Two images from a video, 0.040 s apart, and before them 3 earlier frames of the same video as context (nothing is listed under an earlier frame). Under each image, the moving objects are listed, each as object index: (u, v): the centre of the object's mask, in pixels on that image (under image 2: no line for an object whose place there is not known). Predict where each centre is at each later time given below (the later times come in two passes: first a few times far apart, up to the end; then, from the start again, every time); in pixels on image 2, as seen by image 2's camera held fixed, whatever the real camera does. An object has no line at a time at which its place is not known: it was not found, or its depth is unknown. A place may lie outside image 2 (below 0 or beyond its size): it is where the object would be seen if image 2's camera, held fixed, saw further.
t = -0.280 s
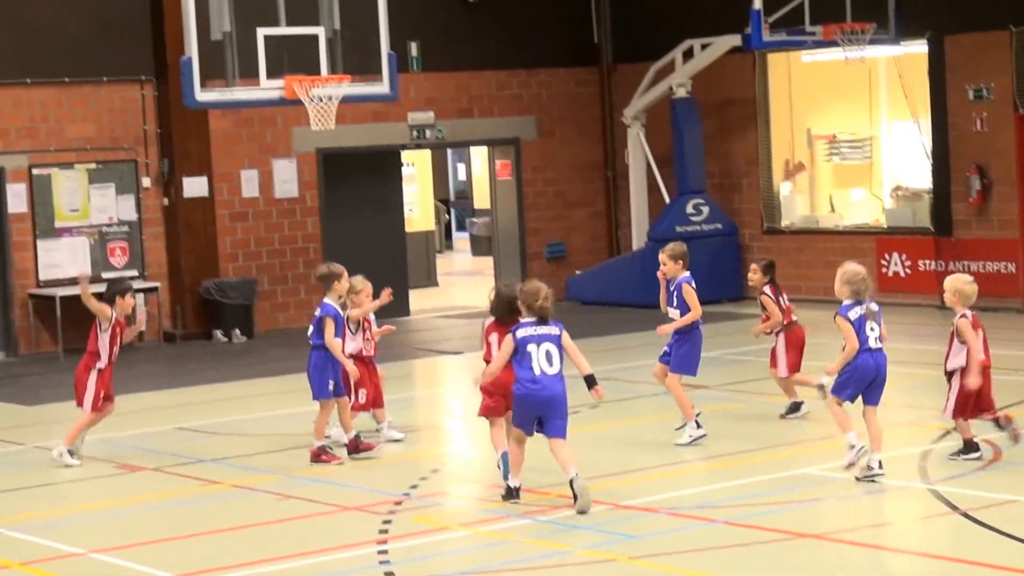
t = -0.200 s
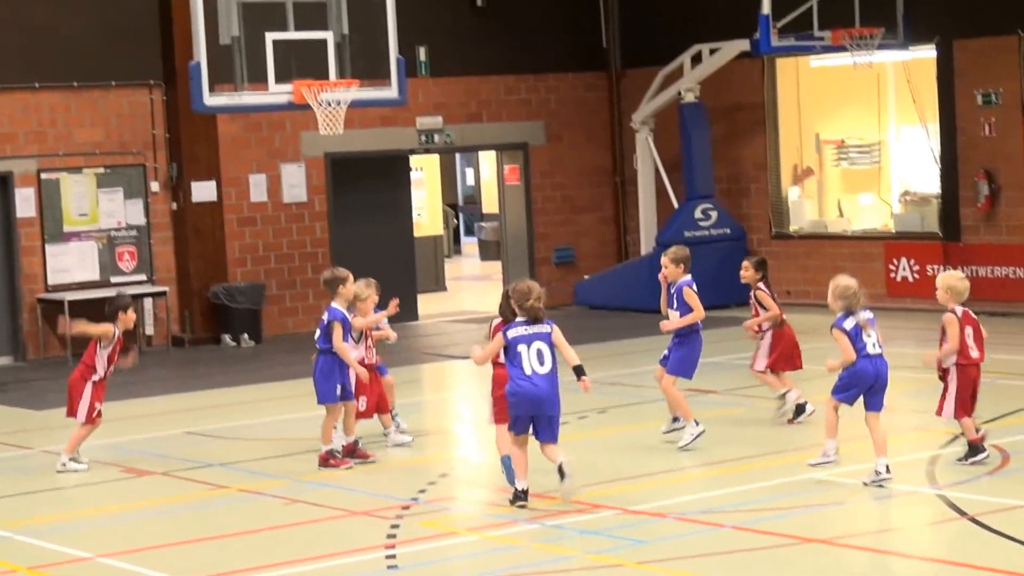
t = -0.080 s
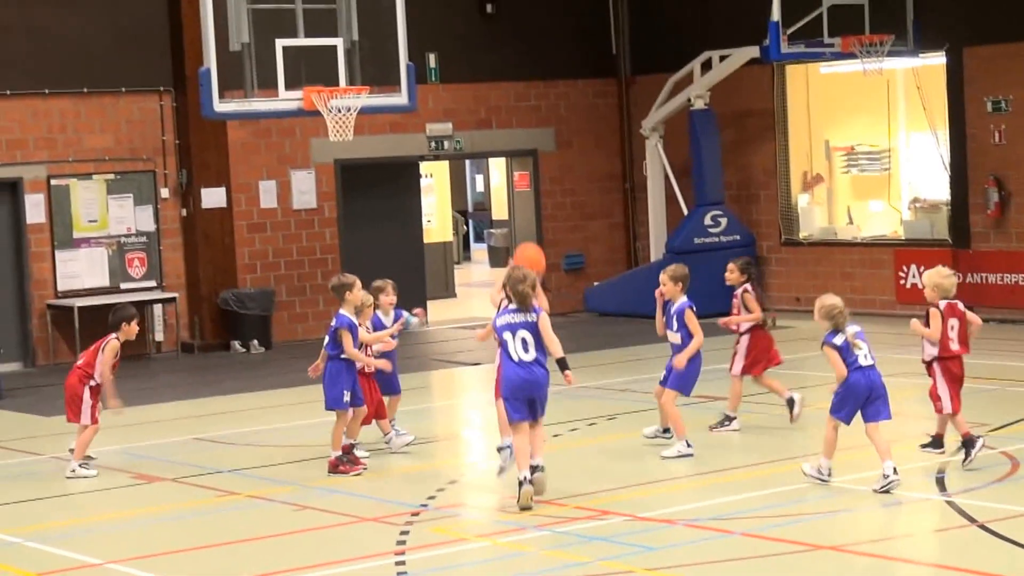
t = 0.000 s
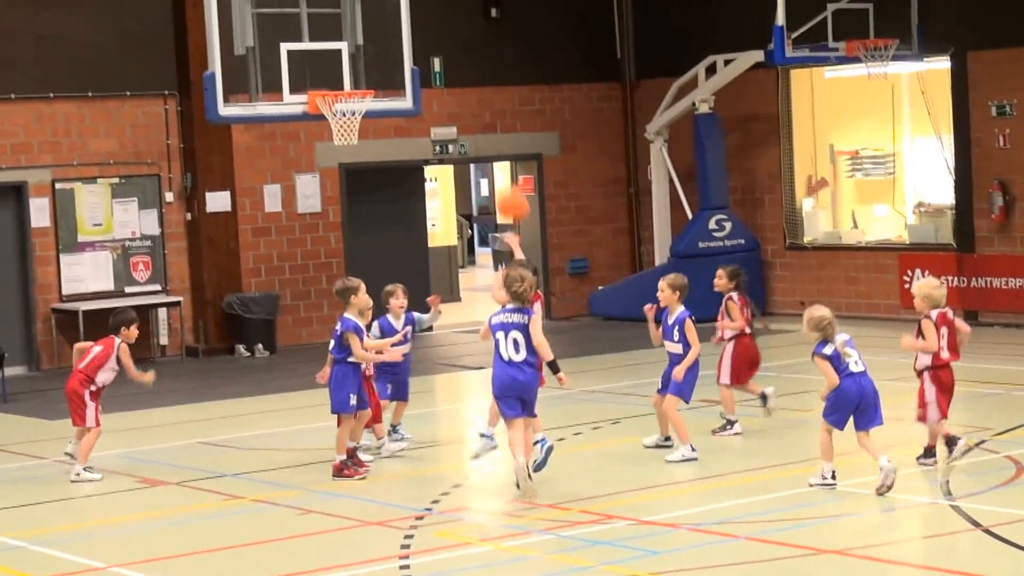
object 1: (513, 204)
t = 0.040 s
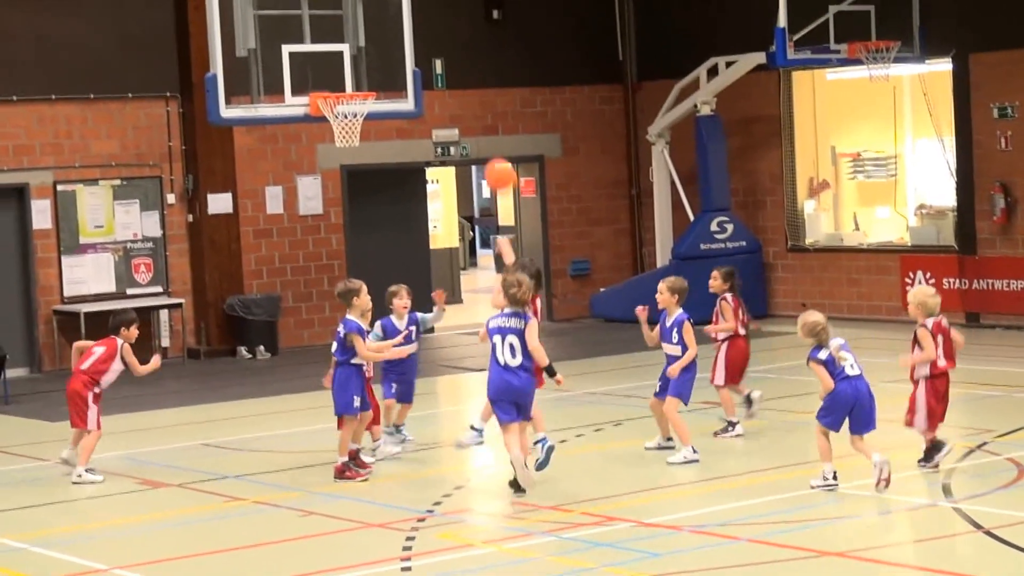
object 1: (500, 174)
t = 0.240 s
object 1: (440, 74)
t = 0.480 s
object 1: (384, 34)
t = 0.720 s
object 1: (339, 70)
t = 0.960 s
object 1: (383, 45)
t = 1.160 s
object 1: (431, 53)
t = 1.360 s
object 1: (484, 114)
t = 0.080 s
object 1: (487, 150)
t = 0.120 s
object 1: (475, 127)
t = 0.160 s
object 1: (463, 108)
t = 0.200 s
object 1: (452, 90)
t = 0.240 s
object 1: (440, 74)
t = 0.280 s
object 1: (430, 62)
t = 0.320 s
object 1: (421, 52)
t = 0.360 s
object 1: (410, 44)
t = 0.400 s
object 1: (401, 39)
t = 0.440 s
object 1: (392, 36)
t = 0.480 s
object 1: (384, 34)
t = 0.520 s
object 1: (376, 35)
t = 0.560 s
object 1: (368, 38)
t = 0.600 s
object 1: (361, 43)
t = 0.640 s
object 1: (354, 50)
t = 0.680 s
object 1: (346, 59)
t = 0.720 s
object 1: (339, 70)
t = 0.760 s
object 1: (337, 80)
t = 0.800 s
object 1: (347, 74)
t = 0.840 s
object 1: (356, 64)
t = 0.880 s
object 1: (365, 56)
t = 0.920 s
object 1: (374, 49)
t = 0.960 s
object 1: (383, 45)
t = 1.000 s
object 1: (392, 43)
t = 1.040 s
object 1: (402, 42)
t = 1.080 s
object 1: (412, 44)
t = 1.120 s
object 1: (422, 47)
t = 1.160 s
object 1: (431, 53)
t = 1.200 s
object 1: (442, 61)
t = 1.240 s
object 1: (453, 71)
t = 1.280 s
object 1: (463, 83)
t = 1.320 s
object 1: (474, 97)
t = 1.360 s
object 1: (484, 114)
